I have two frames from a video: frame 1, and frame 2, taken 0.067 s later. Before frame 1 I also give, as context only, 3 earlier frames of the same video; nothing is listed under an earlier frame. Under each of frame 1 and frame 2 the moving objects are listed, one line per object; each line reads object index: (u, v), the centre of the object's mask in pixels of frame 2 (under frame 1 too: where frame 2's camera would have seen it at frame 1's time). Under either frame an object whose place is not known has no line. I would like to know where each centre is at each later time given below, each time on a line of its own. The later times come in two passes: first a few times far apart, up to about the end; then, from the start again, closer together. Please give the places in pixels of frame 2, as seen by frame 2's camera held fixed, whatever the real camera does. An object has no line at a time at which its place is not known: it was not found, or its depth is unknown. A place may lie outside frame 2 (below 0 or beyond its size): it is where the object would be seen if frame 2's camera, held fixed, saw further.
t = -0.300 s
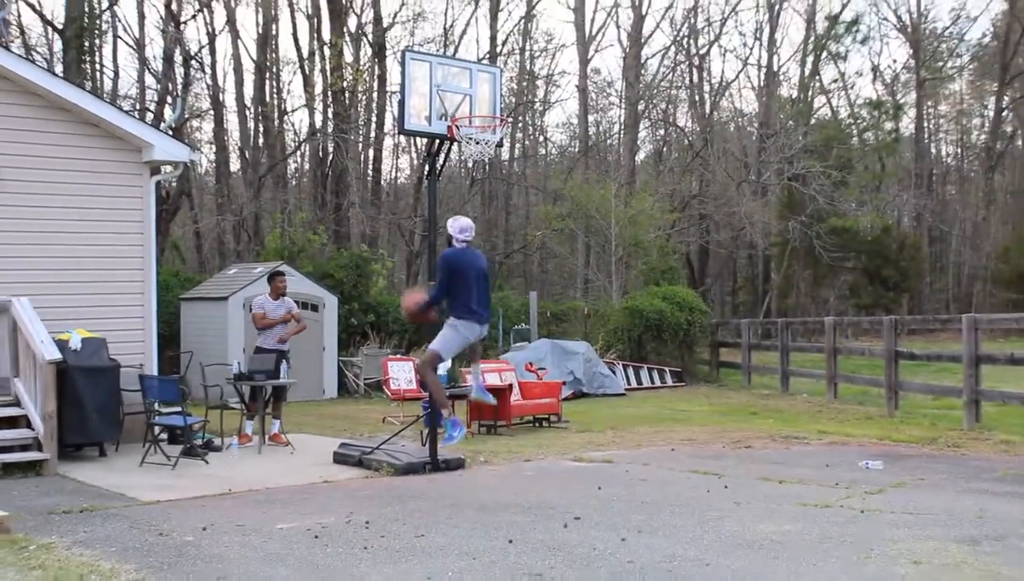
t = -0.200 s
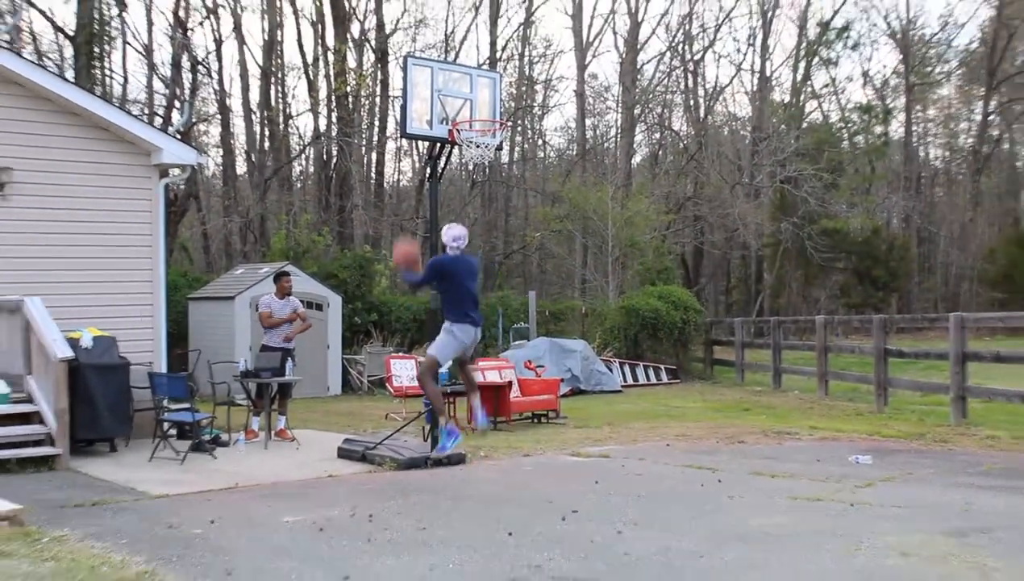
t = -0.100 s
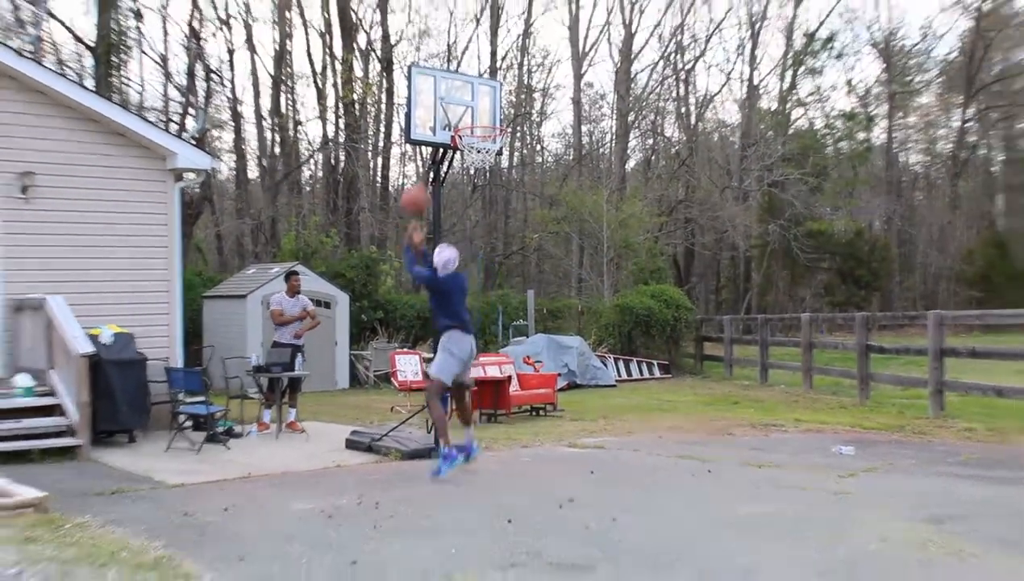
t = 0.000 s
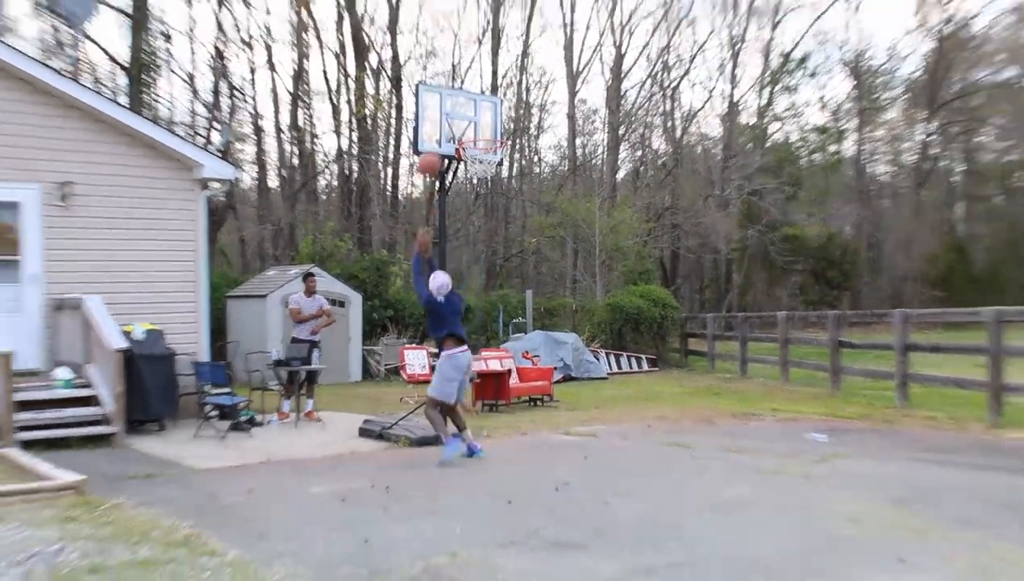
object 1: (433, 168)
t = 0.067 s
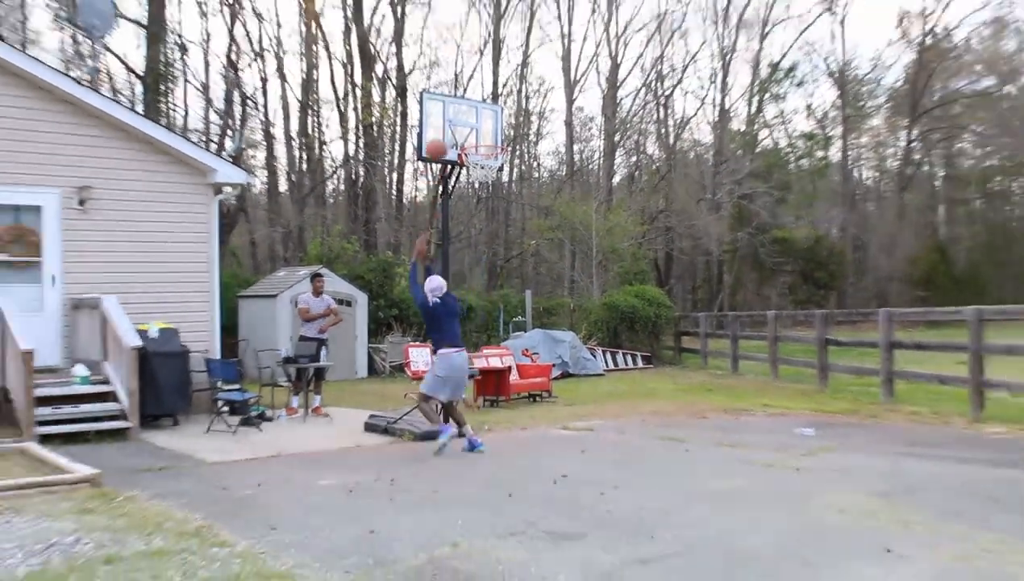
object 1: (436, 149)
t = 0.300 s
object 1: (456, 113)
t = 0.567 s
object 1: (488, 130)
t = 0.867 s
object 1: (473, 173)
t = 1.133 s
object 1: (486, 202)
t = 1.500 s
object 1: (510, 352)
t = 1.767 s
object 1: (525, 364)
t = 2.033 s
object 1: (535, 289)
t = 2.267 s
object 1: (544, 279)
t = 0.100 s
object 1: (438, 140)
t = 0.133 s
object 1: (440, 133)
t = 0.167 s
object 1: (442, 127)
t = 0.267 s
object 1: (453, 115)
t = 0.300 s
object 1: (456, 113)
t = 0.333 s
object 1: (460, 112)
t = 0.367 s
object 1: (464, 112)
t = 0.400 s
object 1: (468, 112)
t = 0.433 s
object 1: (472, 113)
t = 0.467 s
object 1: (476, 116)
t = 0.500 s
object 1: (480, 120)
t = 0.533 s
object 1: (484, 125)
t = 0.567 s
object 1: (488, 130)
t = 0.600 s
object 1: (492, 137)
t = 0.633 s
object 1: (495, 142)
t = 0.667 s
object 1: (489, 149)
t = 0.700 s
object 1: (483, 154)
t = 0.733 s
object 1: (475, 158)
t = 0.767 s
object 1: (471, 169)
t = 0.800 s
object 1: (471, 174)
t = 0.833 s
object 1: (472, 173)
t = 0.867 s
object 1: (473, 173)
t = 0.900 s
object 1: (474, 174)
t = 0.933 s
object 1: (474, 174)
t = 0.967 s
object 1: (477, 178)
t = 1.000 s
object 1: (479, 180)
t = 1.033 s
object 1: (480, 183)
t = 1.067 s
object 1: (482, 188)
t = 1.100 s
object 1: (484, 195)
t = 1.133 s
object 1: (486, 202)
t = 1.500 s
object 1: (510, 352)
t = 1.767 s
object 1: (525, 364)
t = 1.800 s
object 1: (526, 348)
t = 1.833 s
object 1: (527, 336)
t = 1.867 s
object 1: (528, 325)
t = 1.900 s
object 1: (529, 316)
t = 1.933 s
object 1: (531, 307)
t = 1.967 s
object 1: (532, 300)
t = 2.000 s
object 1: (534, 294)
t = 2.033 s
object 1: (535, 289)
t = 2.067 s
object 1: (536, 284)
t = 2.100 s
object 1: (538, 281)
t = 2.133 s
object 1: (539, 280)
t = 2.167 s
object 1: (540, 279)
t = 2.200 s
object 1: (541, 279)
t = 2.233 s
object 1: (542, 279)
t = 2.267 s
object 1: (544, 279)
